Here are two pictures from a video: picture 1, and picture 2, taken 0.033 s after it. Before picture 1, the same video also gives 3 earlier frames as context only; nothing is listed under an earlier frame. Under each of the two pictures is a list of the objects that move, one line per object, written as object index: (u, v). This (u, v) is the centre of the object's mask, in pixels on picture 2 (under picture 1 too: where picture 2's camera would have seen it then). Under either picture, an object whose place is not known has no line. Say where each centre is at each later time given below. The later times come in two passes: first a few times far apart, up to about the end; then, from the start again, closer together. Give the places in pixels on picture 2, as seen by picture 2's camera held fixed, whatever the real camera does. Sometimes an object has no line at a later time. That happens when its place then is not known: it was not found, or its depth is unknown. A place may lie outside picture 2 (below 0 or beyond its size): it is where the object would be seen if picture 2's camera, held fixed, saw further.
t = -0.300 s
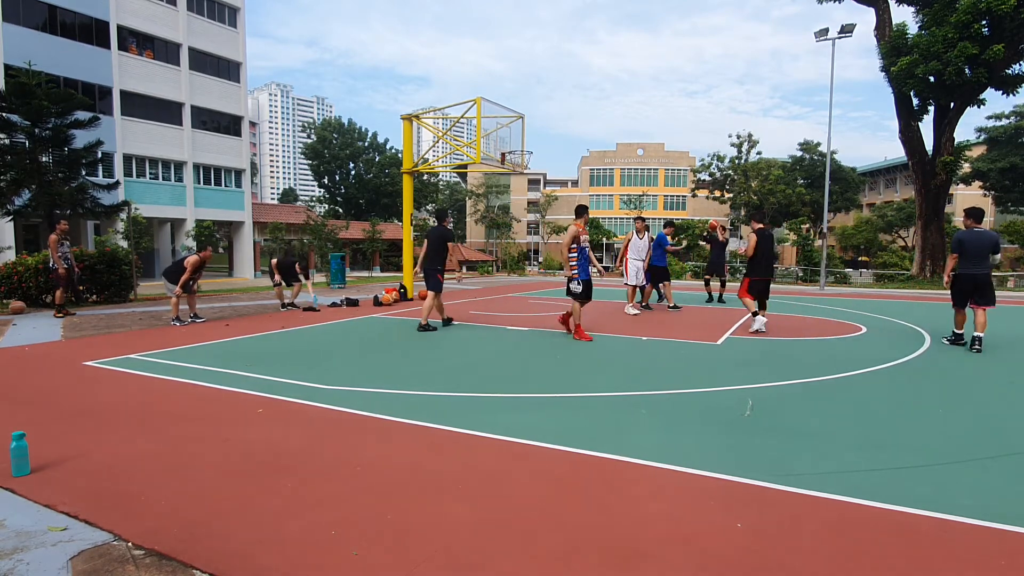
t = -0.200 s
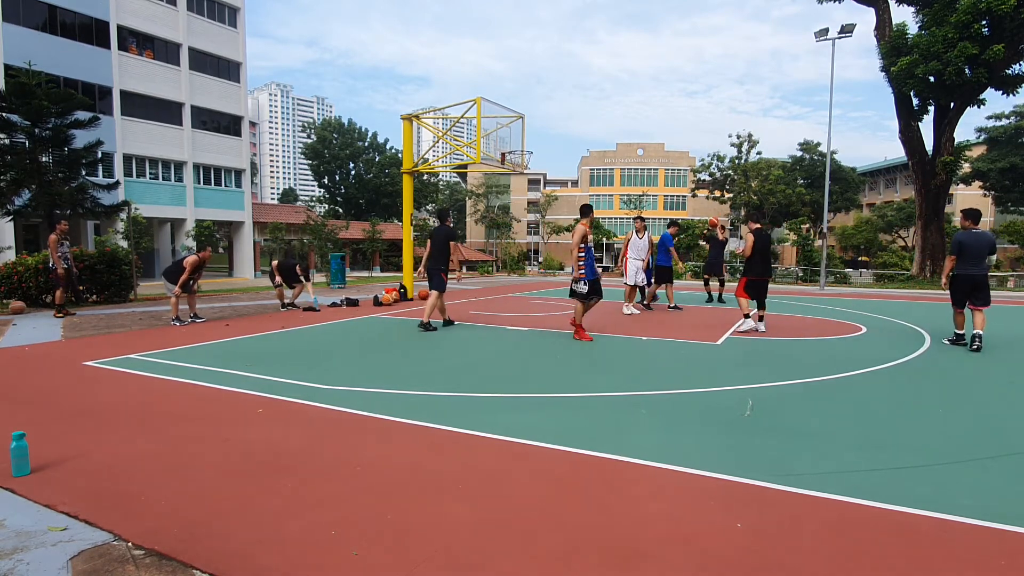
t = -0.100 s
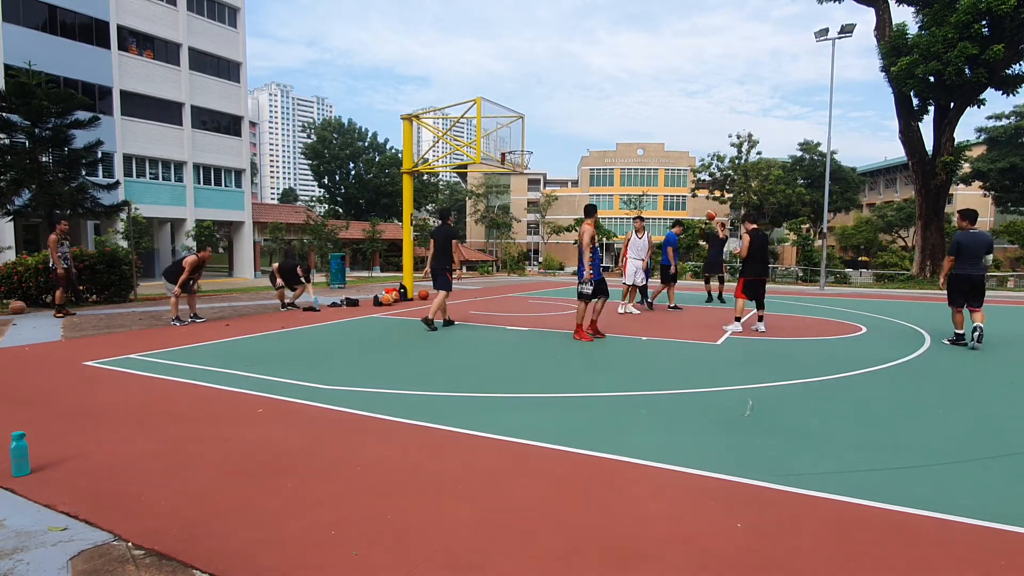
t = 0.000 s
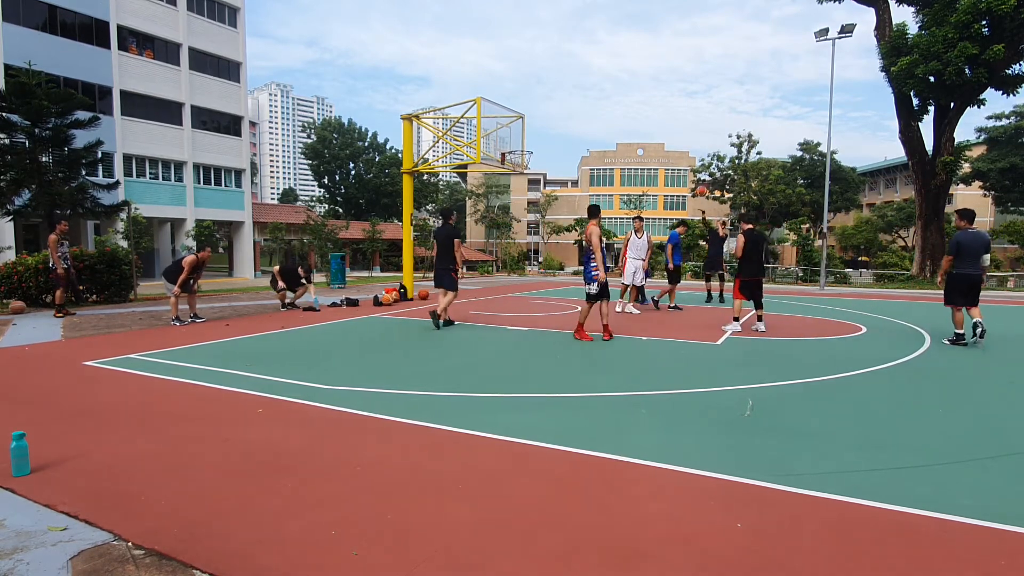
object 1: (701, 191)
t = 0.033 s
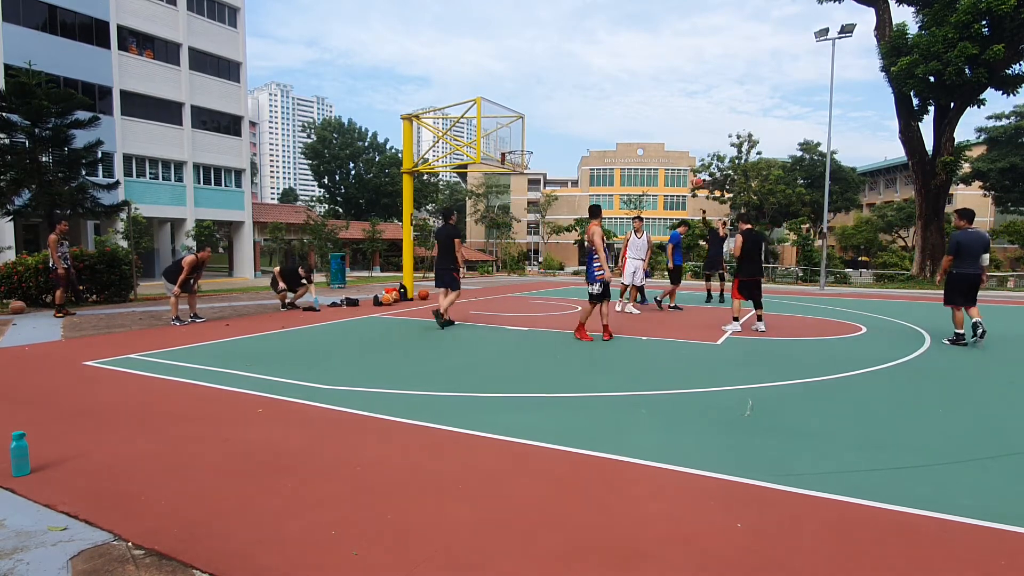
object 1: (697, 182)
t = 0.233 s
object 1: (669, 140)
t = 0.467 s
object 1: (634, 110)
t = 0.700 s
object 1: (596, 106)
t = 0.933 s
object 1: (555, 129)
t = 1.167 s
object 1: (534, 172)
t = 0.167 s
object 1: (679, 153)
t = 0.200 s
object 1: (674, 146)
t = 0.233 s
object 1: (669, 140)
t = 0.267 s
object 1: (664, 134)
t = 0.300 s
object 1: (659, 129)
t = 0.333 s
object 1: (654, 124)
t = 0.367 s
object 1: (649, 120)
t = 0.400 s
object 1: (644, 117)
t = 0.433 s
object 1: (639, 113)
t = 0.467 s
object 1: (634, 110)
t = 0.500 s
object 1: (629, 108)
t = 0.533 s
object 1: (623, 107)
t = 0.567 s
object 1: (618, 105)
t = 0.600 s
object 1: (613, 105)
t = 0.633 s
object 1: (607, 105)
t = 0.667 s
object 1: (601, 105)
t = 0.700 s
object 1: (596, 106)
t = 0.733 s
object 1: (590, 108)
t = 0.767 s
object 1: (584, 110)
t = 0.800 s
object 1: (579, 112)
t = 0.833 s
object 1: (573, 115)
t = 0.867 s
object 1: (567, 119)
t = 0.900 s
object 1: (561, 124)
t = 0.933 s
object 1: (555, 129)
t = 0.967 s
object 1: (549, 134)
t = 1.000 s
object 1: (543, 141)
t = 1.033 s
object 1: (537, 147)
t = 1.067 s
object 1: (534, 153)
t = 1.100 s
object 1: (534, 159)
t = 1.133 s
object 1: (534, 165)
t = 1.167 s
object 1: (534, 172)
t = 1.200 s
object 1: (534, 179)
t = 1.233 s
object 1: (534, 187)
